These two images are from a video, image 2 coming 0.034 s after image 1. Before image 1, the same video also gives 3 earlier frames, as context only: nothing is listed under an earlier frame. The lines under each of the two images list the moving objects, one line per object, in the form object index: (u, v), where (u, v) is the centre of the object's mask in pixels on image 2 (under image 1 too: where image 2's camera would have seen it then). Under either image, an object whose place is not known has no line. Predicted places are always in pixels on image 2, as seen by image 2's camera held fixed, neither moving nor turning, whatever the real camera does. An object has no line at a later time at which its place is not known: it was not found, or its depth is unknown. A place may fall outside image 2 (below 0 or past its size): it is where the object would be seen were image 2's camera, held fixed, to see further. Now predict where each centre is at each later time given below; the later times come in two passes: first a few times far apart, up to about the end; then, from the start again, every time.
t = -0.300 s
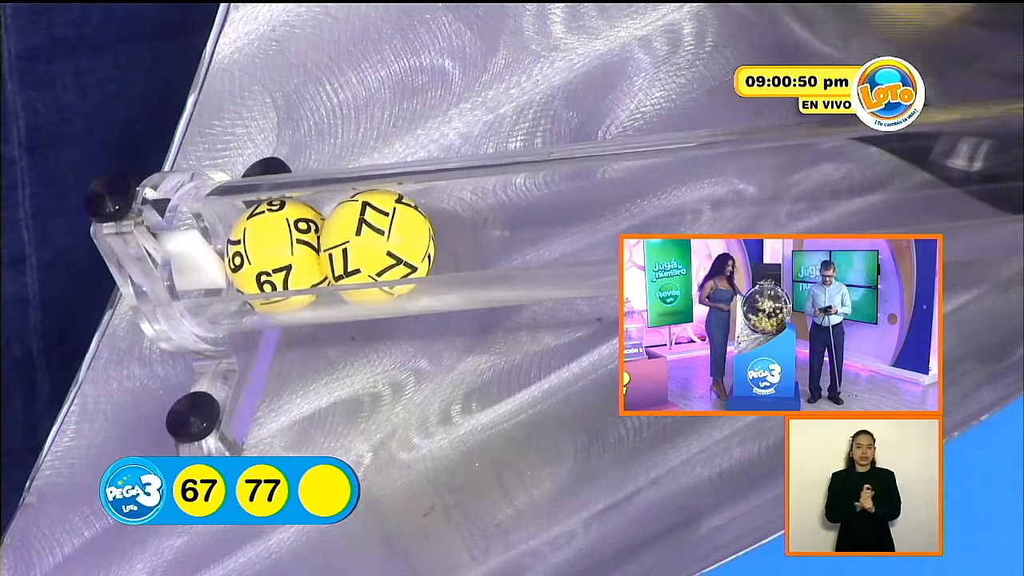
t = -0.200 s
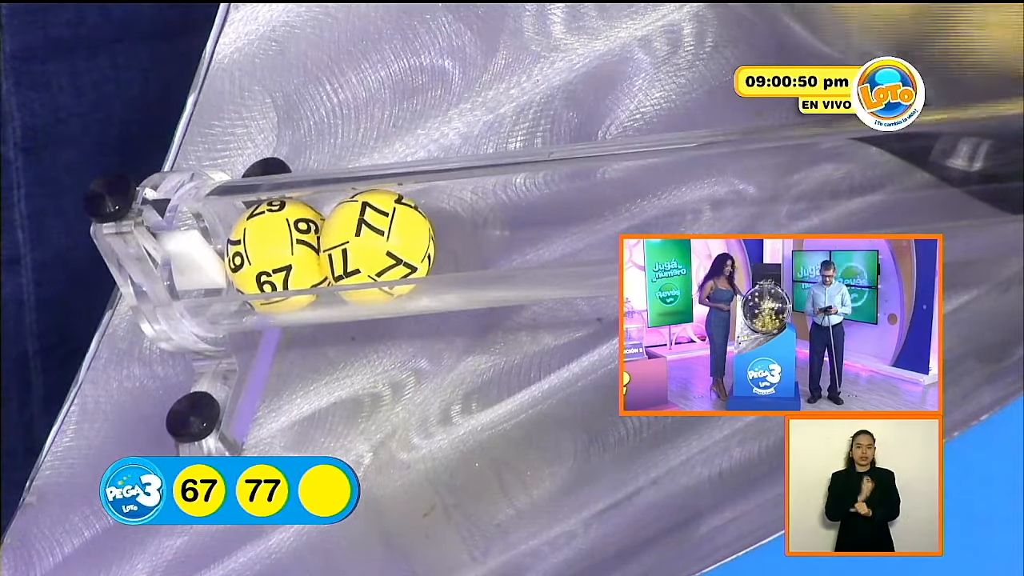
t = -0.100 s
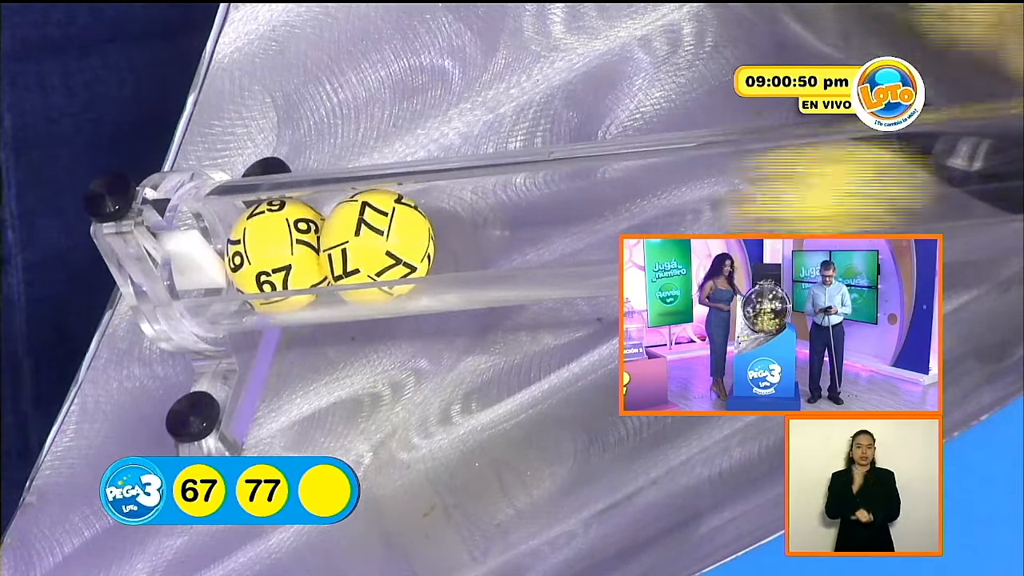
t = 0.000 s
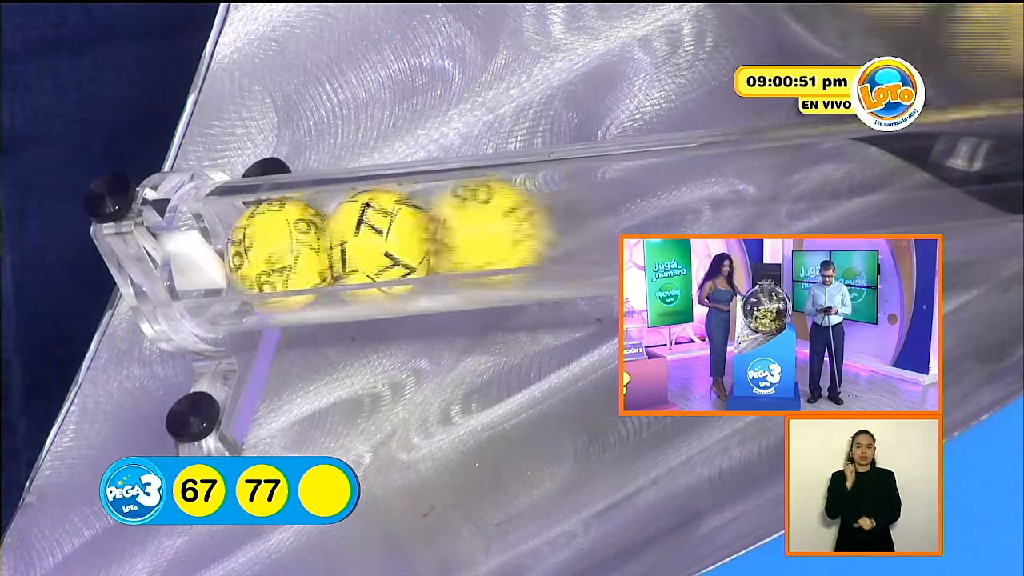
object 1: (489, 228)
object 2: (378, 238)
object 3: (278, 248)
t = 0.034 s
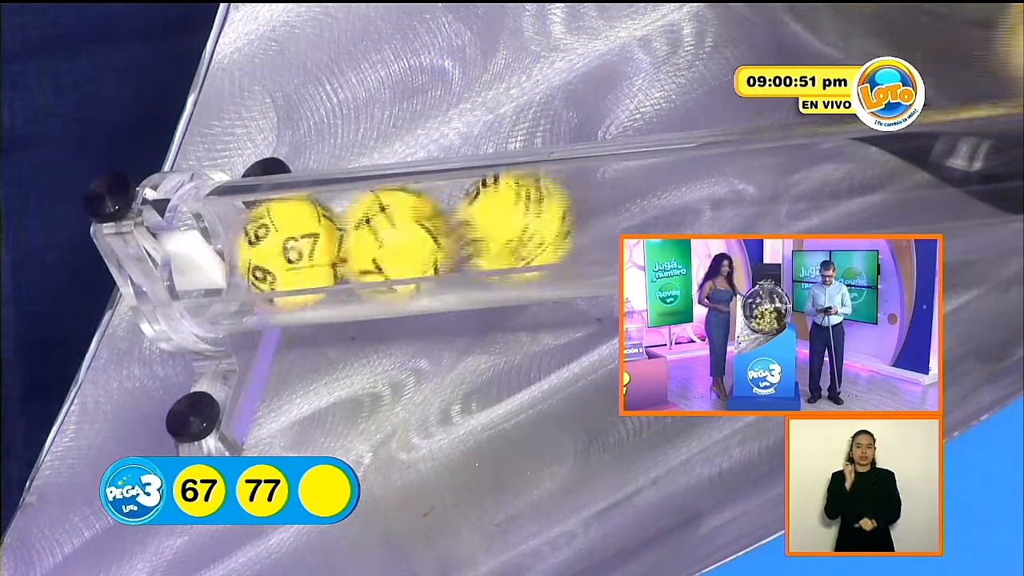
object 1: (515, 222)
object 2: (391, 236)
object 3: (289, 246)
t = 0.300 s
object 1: (485, 229)
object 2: (378, 239)
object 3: (278, 248)
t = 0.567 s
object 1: (472, 230)
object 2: (370, 240)
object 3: (275, 248)
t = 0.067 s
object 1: (536, 222)
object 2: (405, 234)
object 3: (289, 246)
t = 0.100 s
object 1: (545, 221)
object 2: (411, 235)
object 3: (285, 248)
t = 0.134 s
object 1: (548, 221)
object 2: (413, 235)
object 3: (284, 248)
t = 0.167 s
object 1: (541, 222)
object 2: (412, 235)
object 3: (283, 248)
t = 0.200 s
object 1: (528, 224)
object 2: (412, 235)
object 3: (282, 248)
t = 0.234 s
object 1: (517, 226)
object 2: (404, 237)
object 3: (282, 248)
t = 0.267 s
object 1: (501, 227)
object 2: (395, 237)
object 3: (282, 249)
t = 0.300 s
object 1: (485, 229)
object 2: (378, 239)
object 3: (278, 248)
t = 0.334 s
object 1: (478, 229)
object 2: (374, 239)
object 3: (277, 247)
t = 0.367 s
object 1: (478, 229)
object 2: (374, 239)
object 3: (276, 247)
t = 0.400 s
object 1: (473, 230)
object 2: (371, 239)
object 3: (276, 247)
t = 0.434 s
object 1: (472, 230)
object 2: (370, 240)
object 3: (276, 248)
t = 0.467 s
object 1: (472, 230)
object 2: (370, 240)
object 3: (276, 248)
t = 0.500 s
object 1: (473, 230)
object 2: (370, 240)
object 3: (275, 248)
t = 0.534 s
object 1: (472, 230)
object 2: (370, 239)
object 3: (275, 248)
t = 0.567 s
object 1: (472, 230)
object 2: (370, 240)
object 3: (275, 248)
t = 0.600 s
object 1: (473, 230)
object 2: (370, 240)
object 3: (275, 248)
